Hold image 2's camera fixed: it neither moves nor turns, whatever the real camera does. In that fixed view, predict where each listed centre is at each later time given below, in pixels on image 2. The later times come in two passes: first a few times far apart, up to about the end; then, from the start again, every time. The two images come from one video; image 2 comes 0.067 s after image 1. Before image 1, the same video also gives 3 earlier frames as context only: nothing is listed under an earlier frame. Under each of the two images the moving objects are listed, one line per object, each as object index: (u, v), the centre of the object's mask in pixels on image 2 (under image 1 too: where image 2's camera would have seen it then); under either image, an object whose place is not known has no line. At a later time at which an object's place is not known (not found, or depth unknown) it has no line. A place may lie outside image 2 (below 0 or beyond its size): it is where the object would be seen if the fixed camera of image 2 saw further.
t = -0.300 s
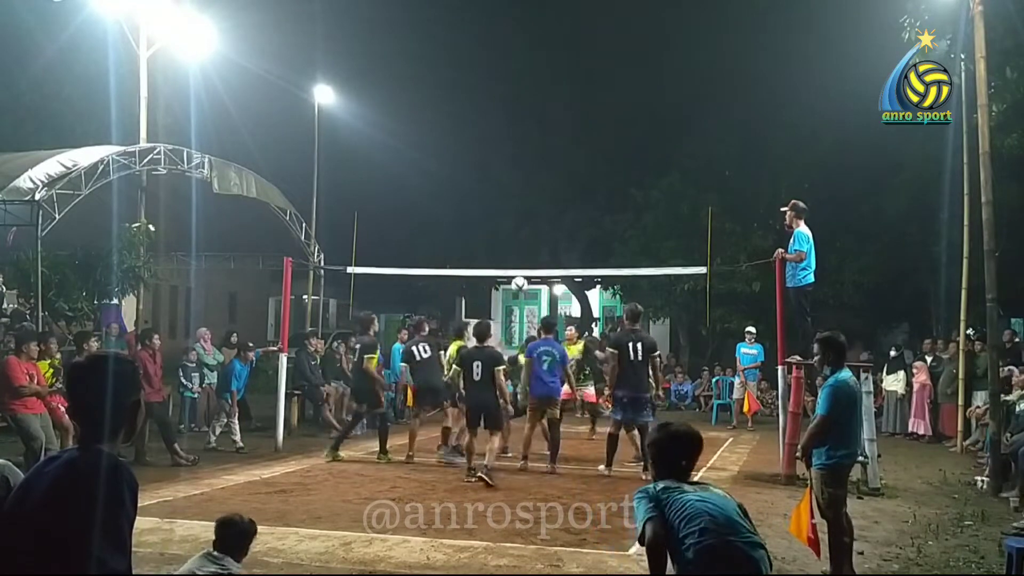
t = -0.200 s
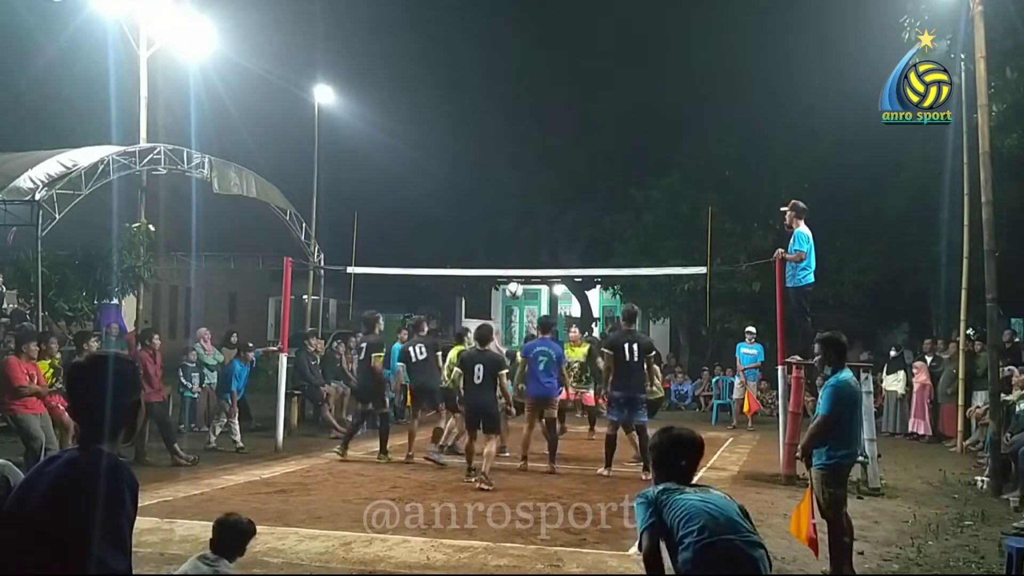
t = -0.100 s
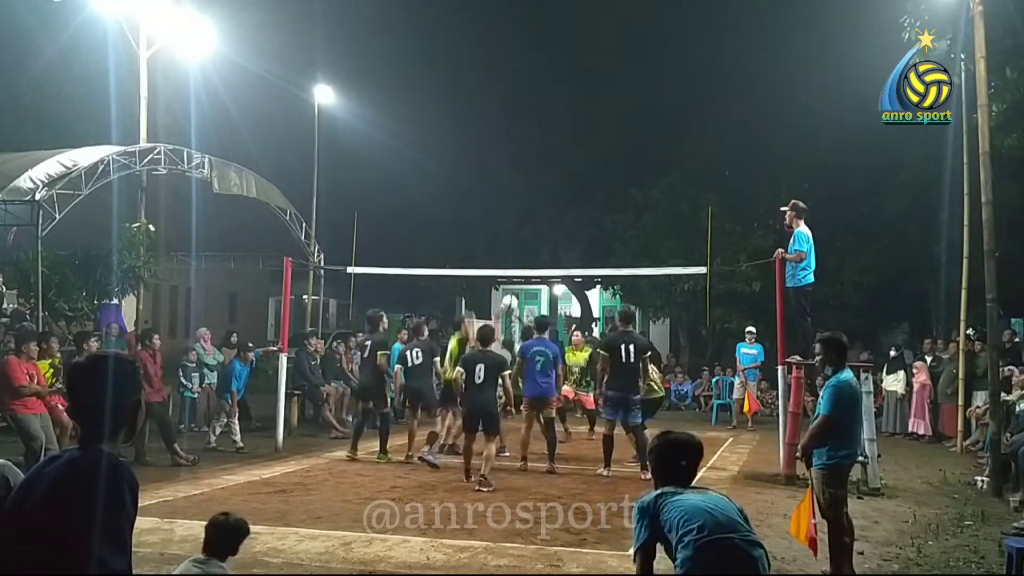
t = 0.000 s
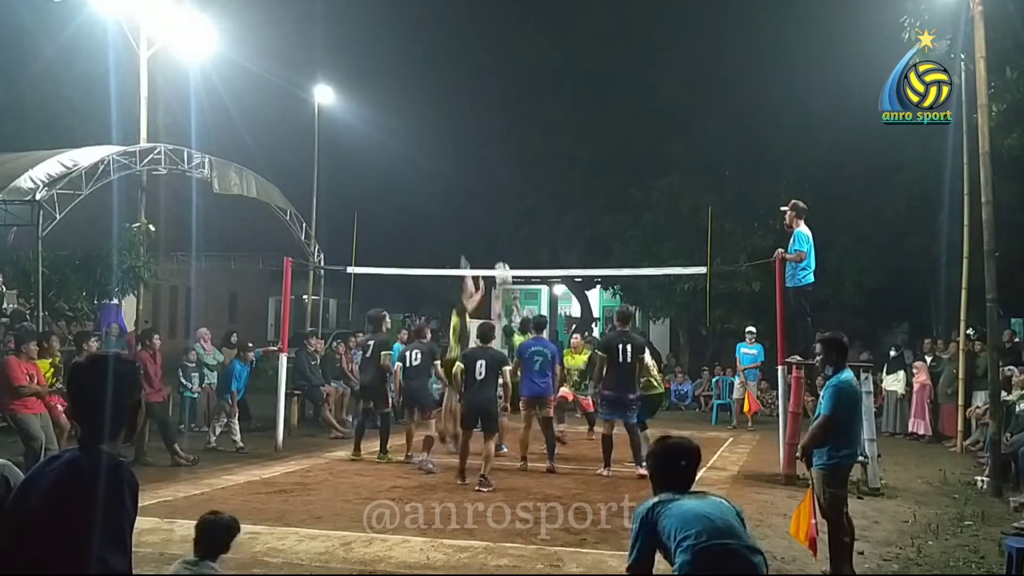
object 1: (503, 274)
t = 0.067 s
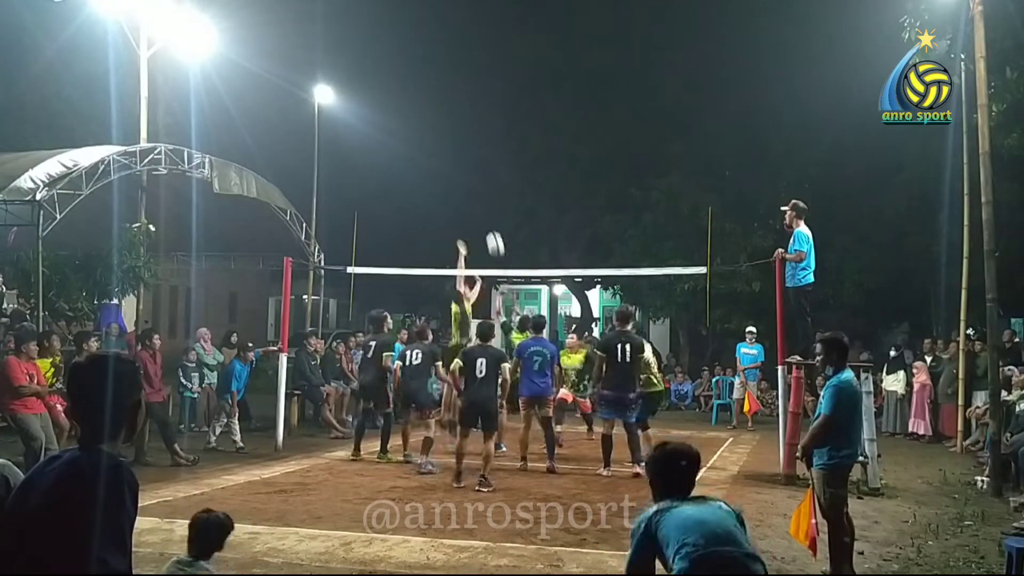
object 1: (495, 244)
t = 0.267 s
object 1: (473, 177)
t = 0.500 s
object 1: (447, 139)
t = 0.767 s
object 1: (417, 145)
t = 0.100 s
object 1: (491, 230)
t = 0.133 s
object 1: (488, 218)
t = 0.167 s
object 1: (484, 206)
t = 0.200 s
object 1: (480, 195)
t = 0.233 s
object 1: (477, 186)
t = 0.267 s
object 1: (473, 177)
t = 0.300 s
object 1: (470, 169)
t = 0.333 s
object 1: (466, 162)
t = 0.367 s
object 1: (462, 156)
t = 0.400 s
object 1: (459, 150)
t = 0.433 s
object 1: (455, 146)
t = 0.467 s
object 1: (451, 142)
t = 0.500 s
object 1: (447, 139)
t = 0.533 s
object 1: (444, 137)
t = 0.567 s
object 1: (440, 136)
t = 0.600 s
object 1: (436, 136)
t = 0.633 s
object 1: (432, 136)
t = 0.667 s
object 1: (429, 137)
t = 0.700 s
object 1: (425, 139)
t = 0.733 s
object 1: (421, 142)
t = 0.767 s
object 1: (417, 145)
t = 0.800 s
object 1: (413, 150)
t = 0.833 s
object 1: (410, 155)
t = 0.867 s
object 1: (406, 161)
